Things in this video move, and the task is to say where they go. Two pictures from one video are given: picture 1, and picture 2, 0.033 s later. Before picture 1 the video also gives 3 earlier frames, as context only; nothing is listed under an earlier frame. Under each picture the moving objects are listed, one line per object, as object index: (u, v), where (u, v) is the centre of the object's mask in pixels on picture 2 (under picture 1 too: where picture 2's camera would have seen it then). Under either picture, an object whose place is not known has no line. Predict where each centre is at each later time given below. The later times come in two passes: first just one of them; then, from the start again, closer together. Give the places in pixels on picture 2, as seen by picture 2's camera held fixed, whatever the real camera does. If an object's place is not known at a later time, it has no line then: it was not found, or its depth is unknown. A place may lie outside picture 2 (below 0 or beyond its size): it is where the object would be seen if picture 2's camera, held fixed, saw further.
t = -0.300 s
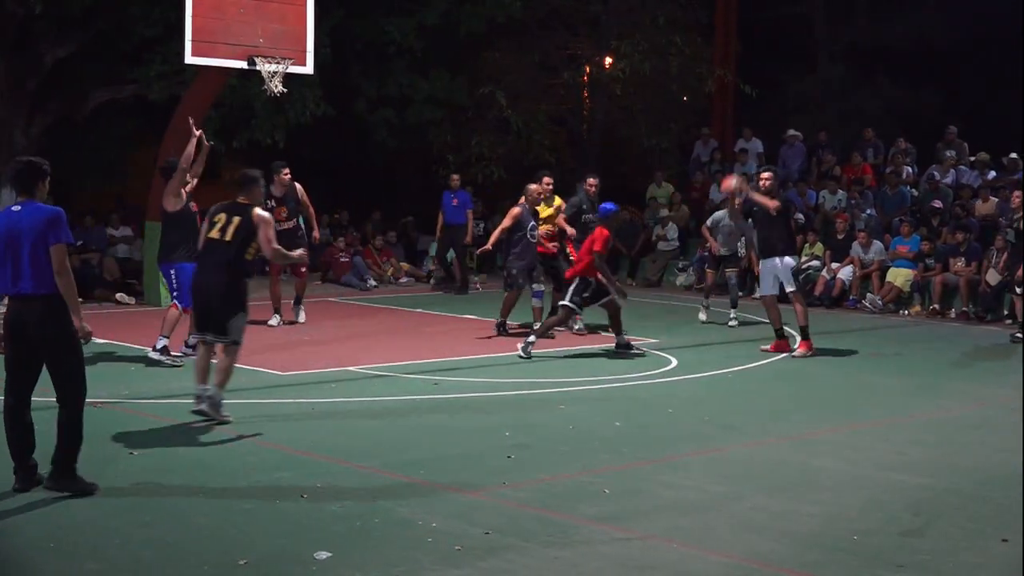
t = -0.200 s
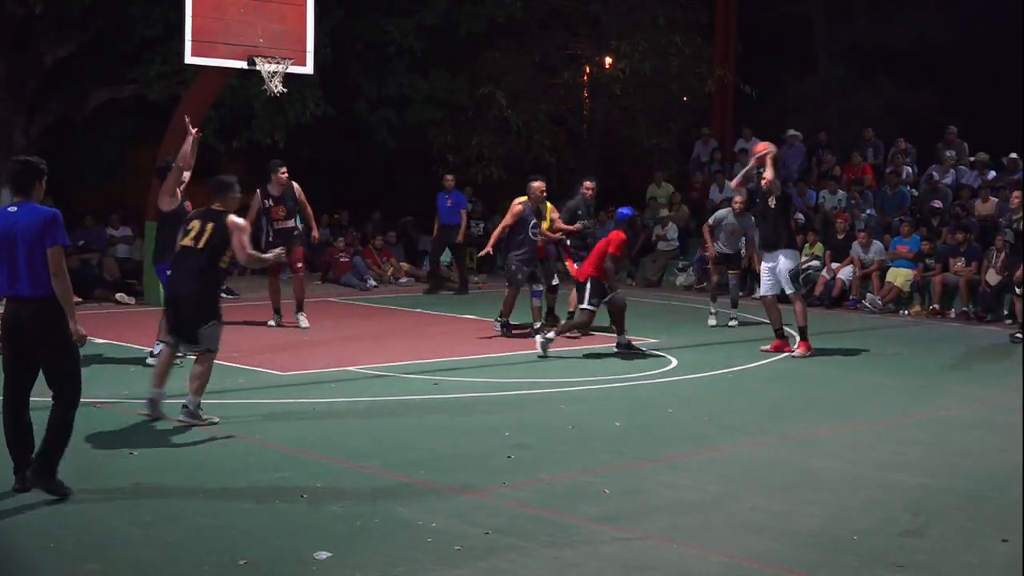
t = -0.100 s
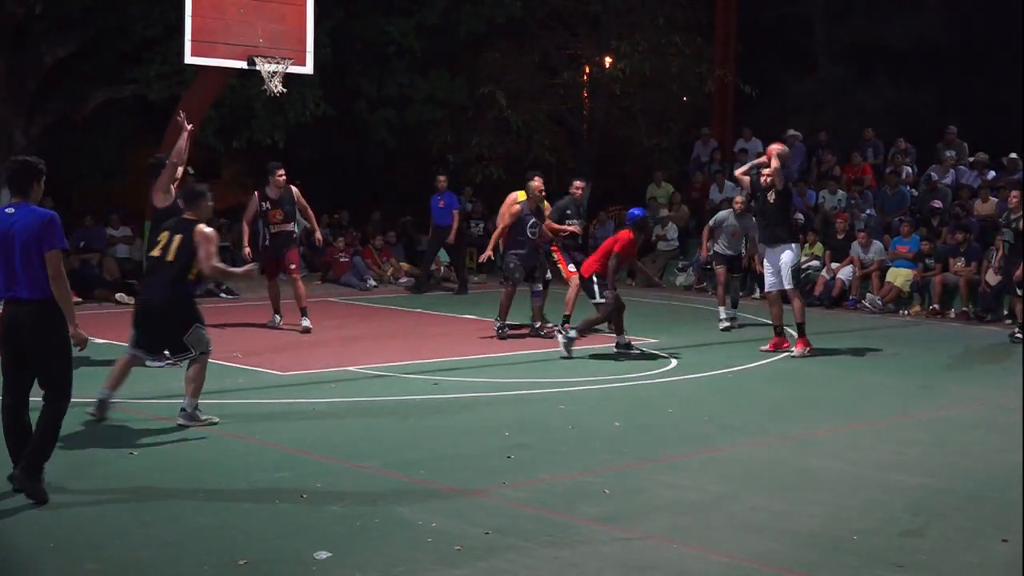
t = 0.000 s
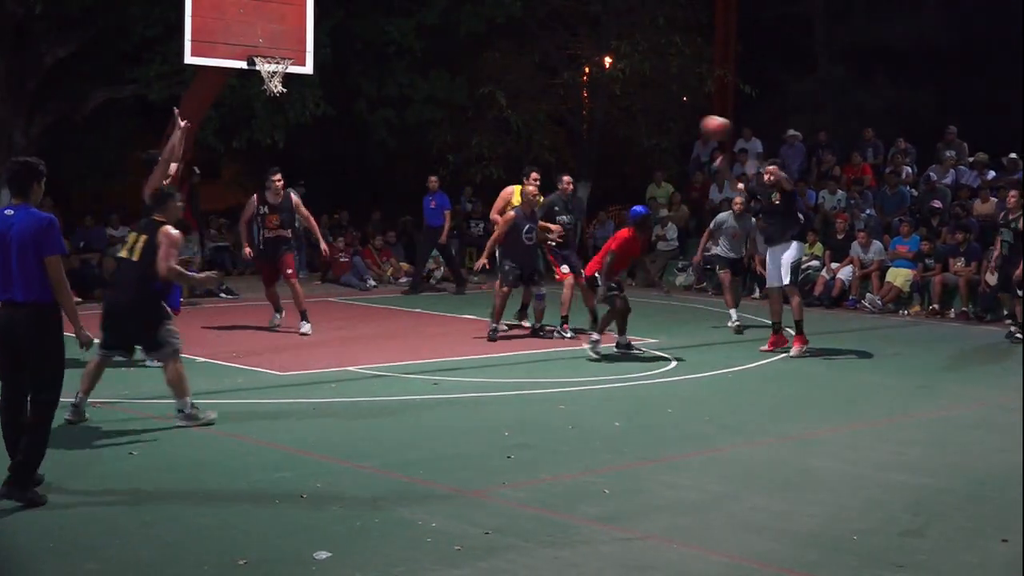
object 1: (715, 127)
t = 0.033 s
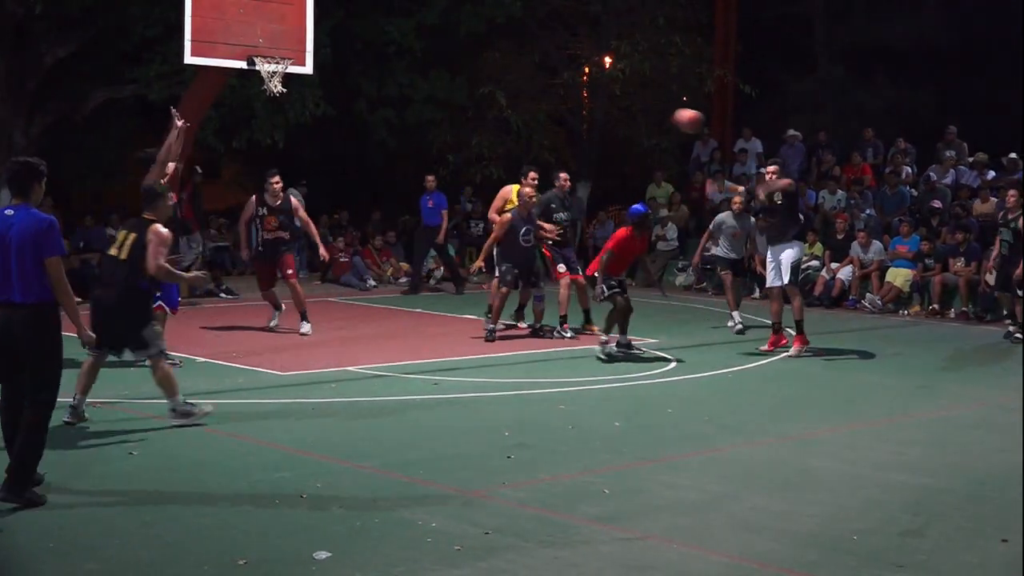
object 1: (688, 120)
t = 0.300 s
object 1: (443, 104)
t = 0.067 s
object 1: (659, 114)
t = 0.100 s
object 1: (631, 109)
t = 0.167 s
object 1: (570, 103)
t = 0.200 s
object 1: (540, 102)
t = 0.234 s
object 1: (508, 101)
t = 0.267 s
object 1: (475, 102)
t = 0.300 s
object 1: (443, 104)
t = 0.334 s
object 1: (411, 107)
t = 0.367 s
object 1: (377, 112)
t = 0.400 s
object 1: (343, 118)
